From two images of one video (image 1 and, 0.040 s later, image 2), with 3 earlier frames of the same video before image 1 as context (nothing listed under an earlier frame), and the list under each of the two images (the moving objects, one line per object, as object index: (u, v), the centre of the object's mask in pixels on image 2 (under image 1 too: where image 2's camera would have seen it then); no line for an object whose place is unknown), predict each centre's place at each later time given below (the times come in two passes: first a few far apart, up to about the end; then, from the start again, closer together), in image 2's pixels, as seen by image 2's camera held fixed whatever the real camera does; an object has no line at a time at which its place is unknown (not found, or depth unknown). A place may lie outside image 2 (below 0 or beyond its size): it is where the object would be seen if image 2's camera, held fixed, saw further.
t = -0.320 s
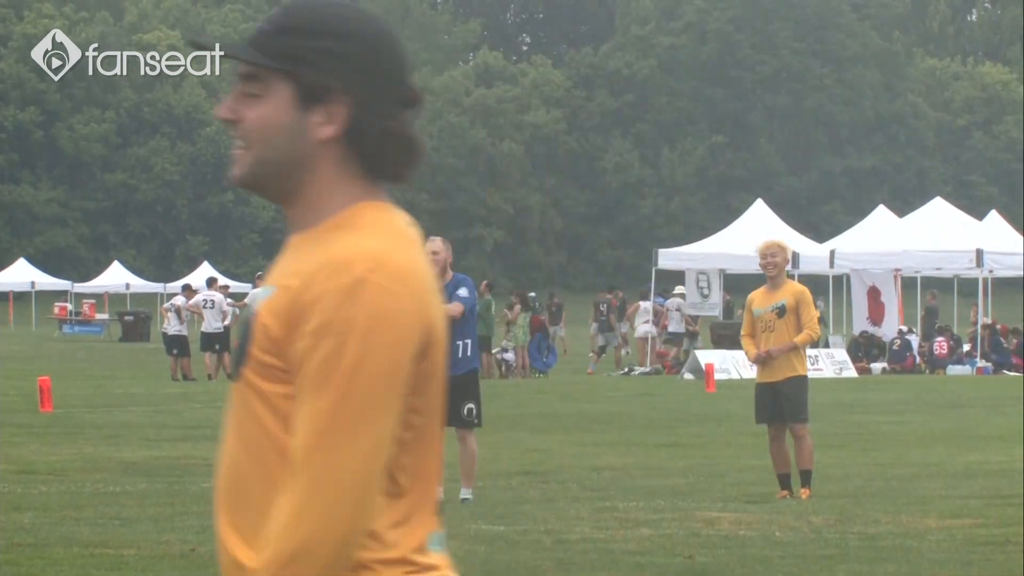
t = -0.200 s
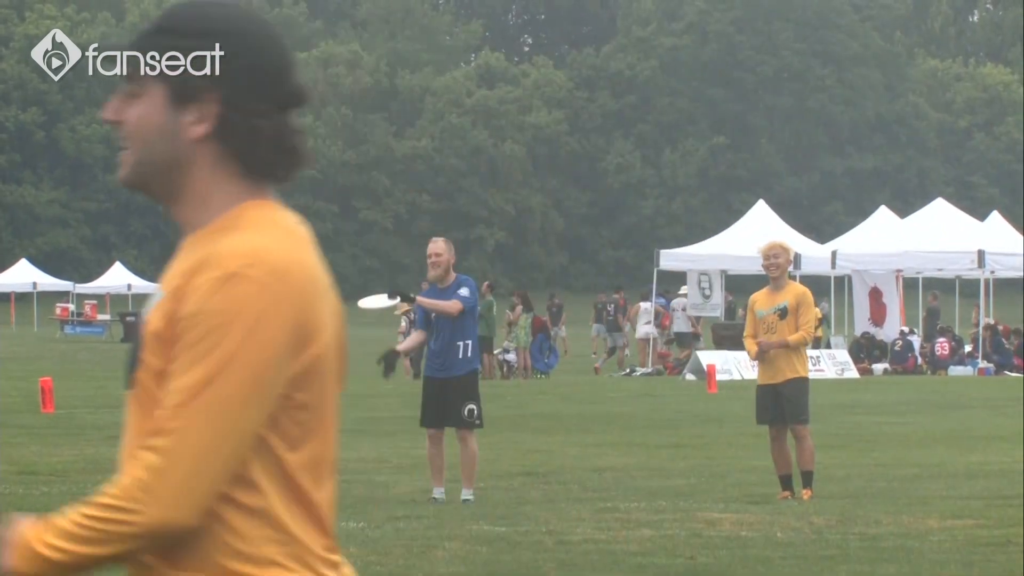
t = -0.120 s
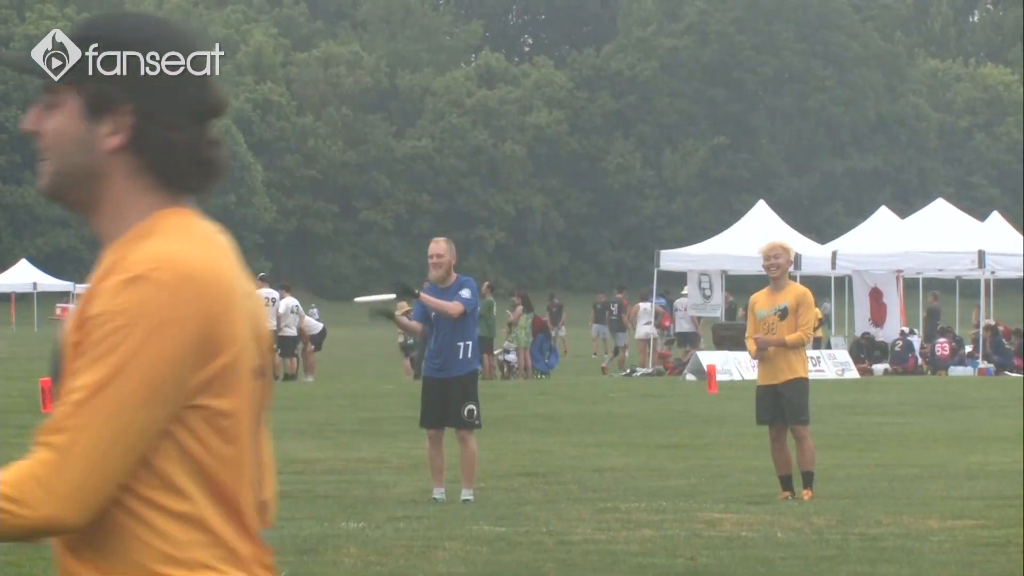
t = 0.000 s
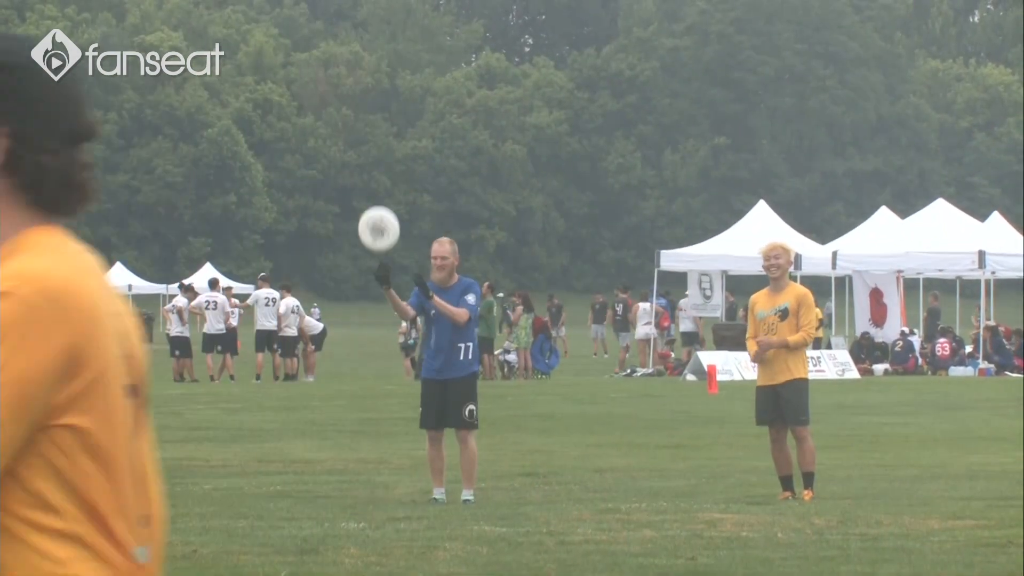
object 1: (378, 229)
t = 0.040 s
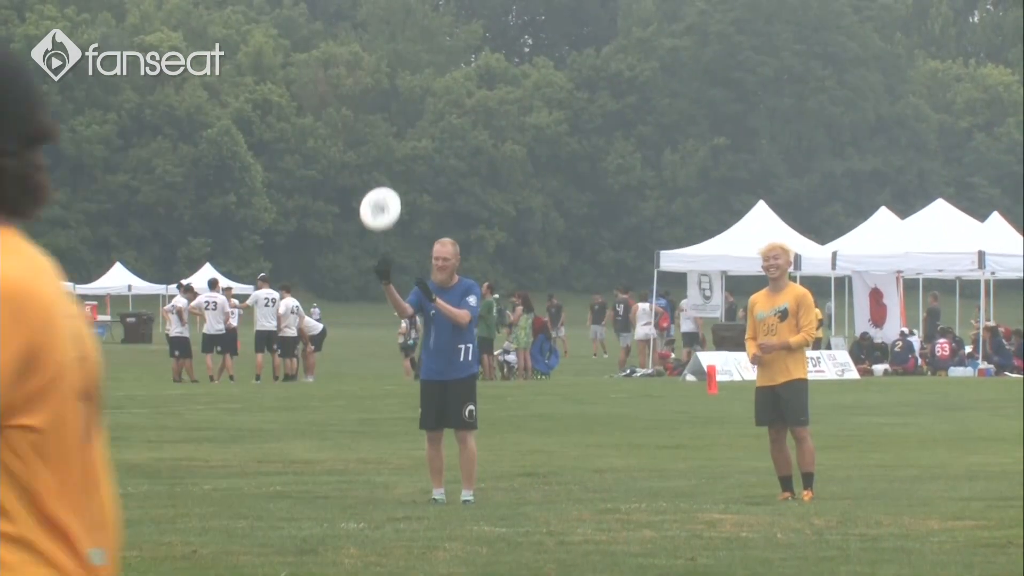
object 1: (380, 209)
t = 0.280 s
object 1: (389, 134)
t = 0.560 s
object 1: (400, 161)
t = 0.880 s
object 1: (403, 310)
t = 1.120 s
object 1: (403, 490)
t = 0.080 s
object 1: (382, 191)
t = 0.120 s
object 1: (383, 175)
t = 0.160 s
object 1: (385, 159)
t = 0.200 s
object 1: (386, 149)
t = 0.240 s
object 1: (388, 140)
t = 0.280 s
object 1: (389, 134)
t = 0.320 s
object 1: (391, 131)
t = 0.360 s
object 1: (393, 129)
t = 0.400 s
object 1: (394, 131)
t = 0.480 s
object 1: (397, 141)
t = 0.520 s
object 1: (399, 150)
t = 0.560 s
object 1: (400, 161)
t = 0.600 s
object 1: (401, 173)
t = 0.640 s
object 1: (402, 188)
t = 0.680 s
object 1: (402, 205)
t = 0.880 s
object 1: (403, 310)
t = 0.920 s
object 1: (404, 337)
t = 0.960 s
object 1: (403, 365)
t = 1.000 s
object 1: (403, 394)
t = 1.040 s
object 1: (403, 425)
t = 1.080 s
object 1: (403, 458)
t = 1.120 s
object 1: (403, 490)
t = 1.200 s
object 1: (399, 501)
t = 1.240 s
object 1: (400, 499)
